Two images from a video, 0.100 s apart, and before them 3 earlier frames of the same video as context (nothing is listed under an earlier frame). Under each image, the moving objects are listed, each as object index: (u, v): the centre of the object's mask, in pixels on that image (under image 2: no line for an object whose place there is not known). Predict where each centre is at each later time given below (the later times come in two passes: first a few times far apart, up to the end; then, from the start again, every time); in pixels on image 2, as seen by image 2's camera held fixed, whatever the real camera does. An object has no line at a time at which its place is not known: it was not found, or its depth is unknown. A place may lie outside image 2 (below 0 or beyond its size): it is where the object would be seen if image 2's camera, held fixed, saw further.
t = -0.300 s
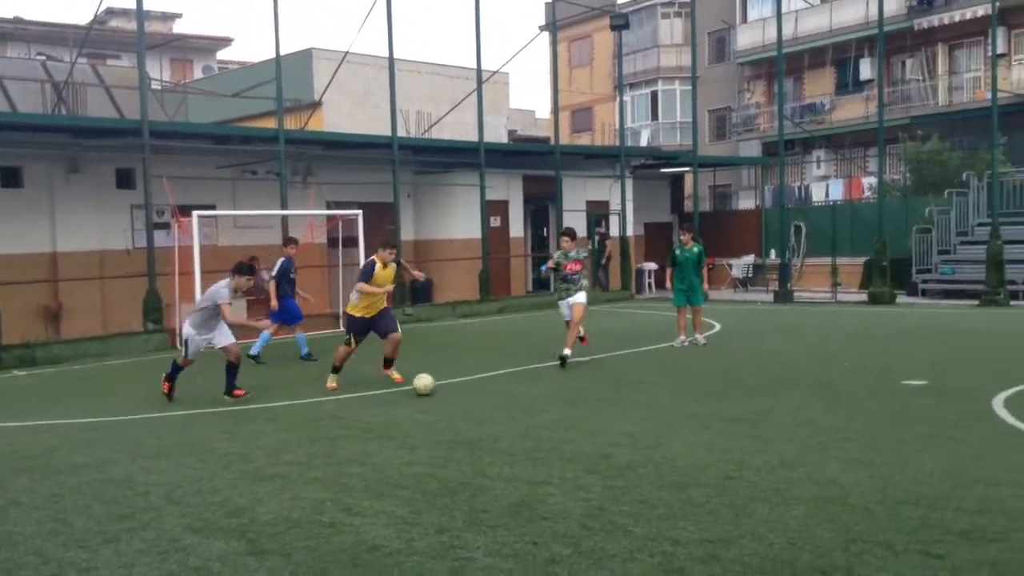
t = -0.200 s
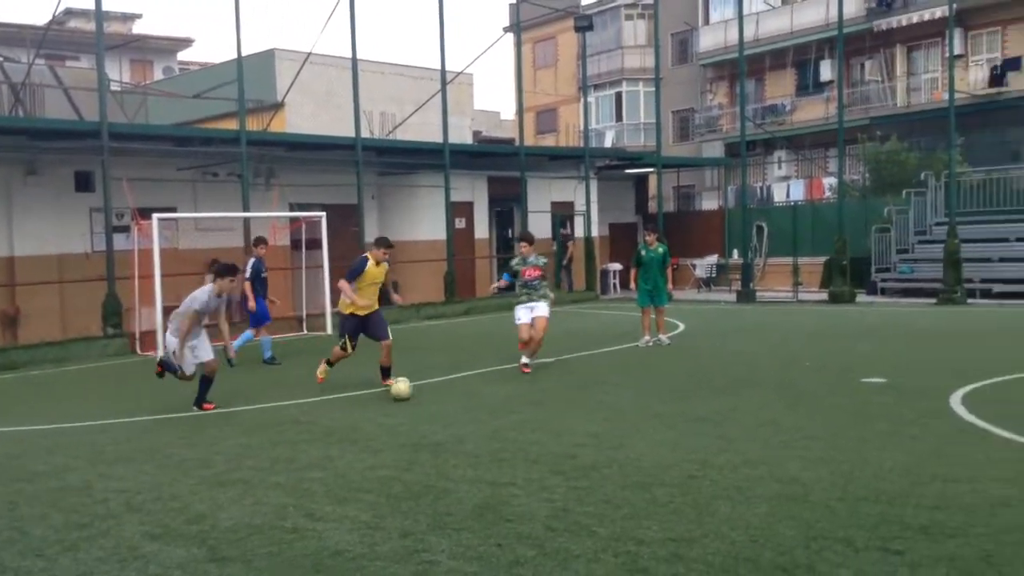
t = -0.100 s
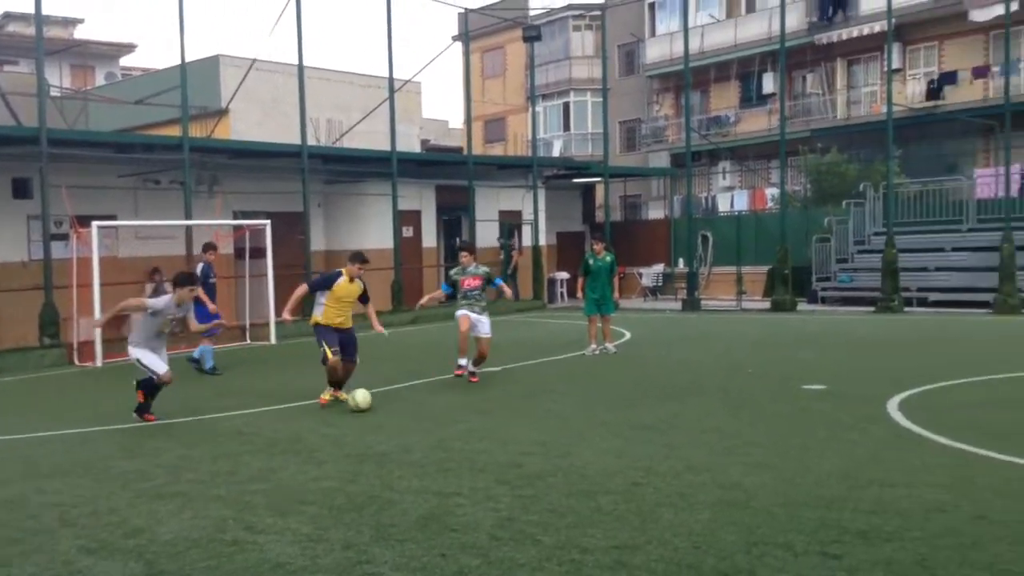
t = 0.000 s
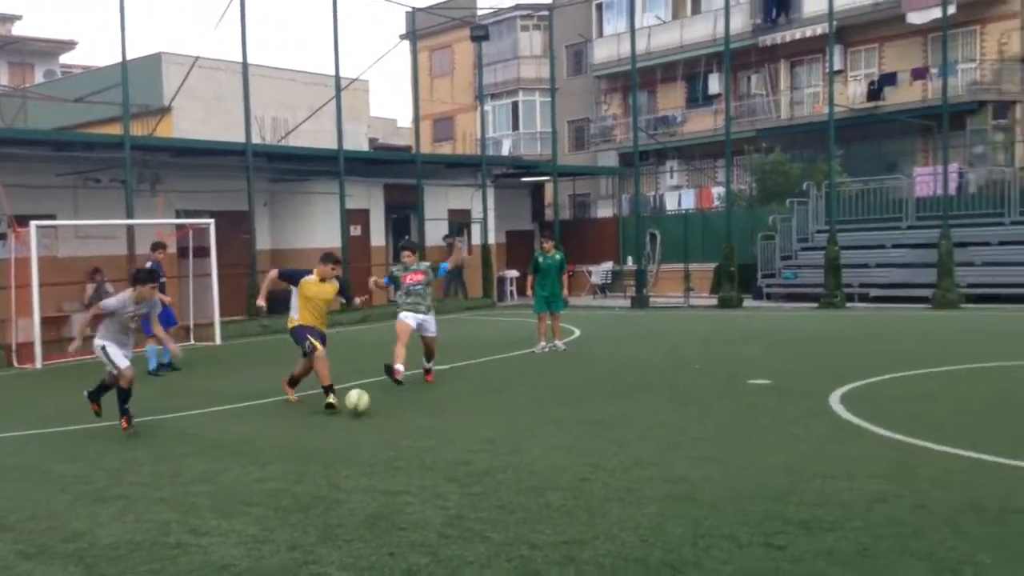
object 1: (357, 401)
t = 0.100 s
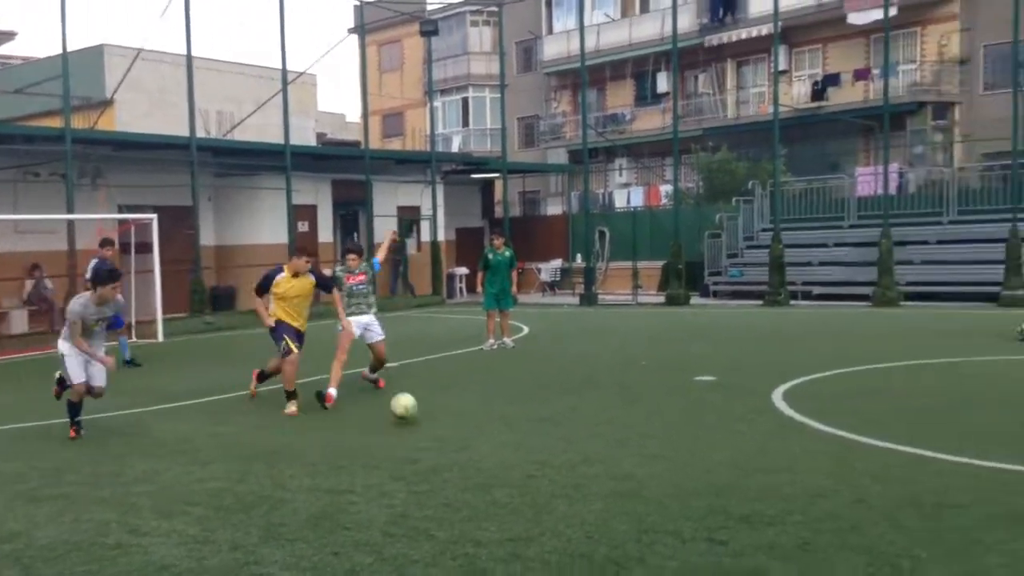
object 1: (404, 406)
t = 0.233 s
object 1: (560, 425)
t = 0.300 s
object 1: (642, 427)
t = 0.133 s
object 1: (442, 413)
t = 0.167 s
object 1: (481, 420)
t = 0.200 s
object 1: (522, 425)
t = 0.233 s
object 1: (560, 425)
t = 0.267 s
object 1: (600, 425)
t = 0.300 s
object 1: (642, 427)
